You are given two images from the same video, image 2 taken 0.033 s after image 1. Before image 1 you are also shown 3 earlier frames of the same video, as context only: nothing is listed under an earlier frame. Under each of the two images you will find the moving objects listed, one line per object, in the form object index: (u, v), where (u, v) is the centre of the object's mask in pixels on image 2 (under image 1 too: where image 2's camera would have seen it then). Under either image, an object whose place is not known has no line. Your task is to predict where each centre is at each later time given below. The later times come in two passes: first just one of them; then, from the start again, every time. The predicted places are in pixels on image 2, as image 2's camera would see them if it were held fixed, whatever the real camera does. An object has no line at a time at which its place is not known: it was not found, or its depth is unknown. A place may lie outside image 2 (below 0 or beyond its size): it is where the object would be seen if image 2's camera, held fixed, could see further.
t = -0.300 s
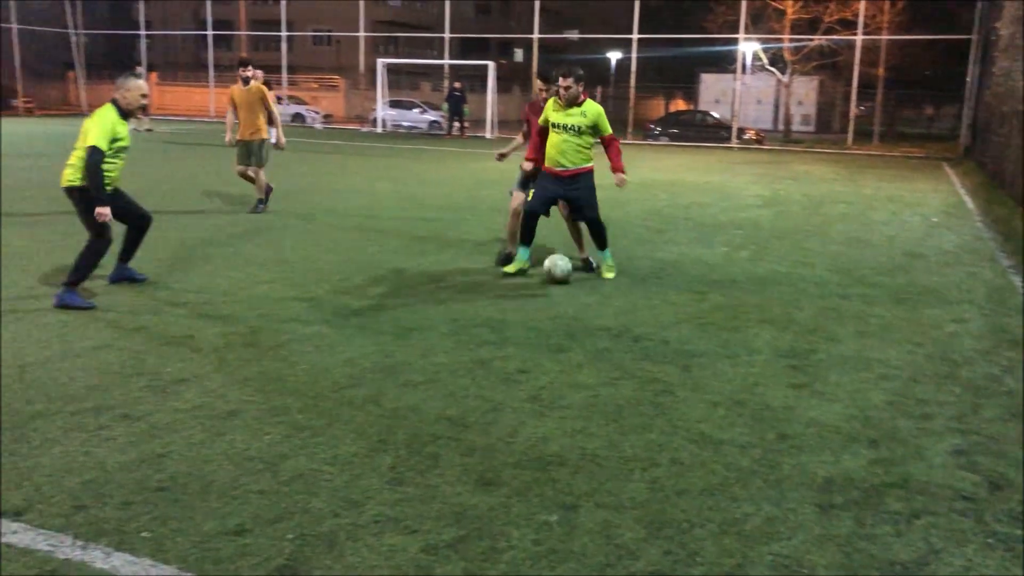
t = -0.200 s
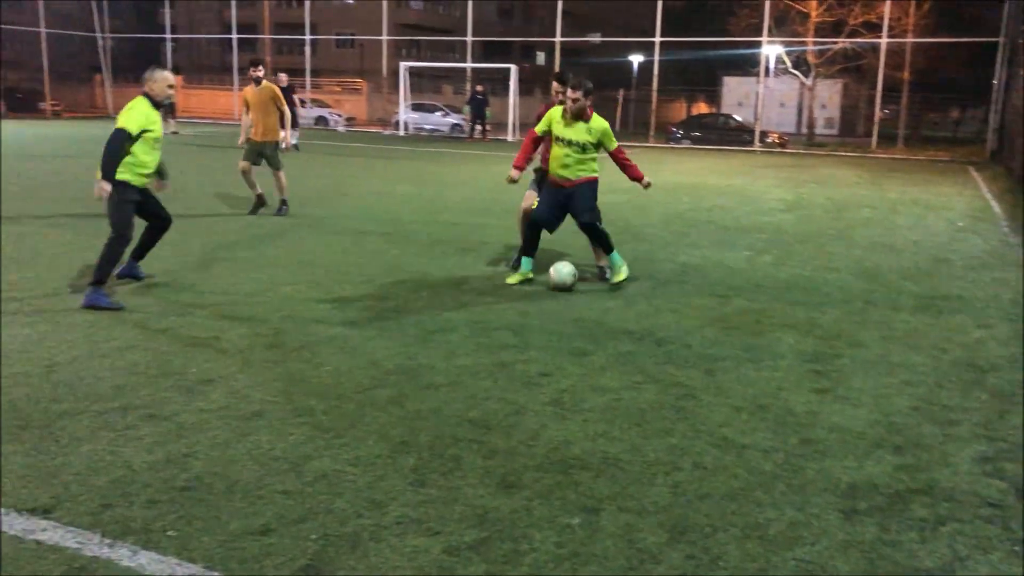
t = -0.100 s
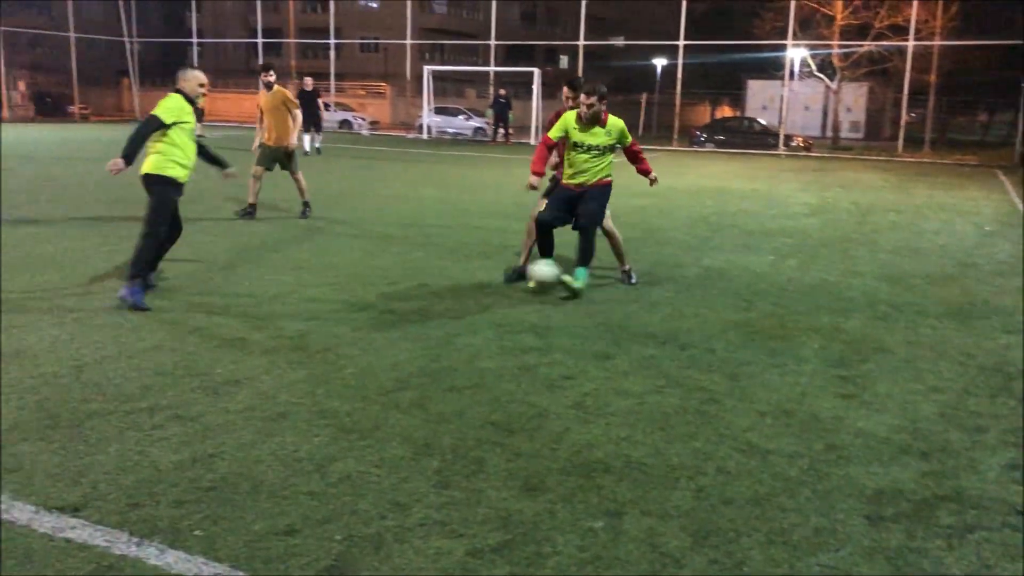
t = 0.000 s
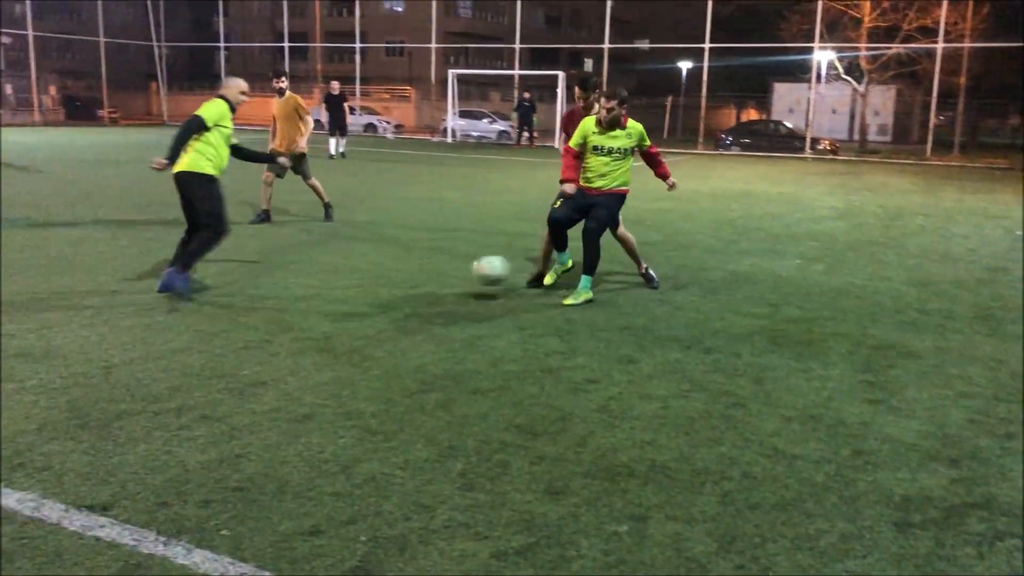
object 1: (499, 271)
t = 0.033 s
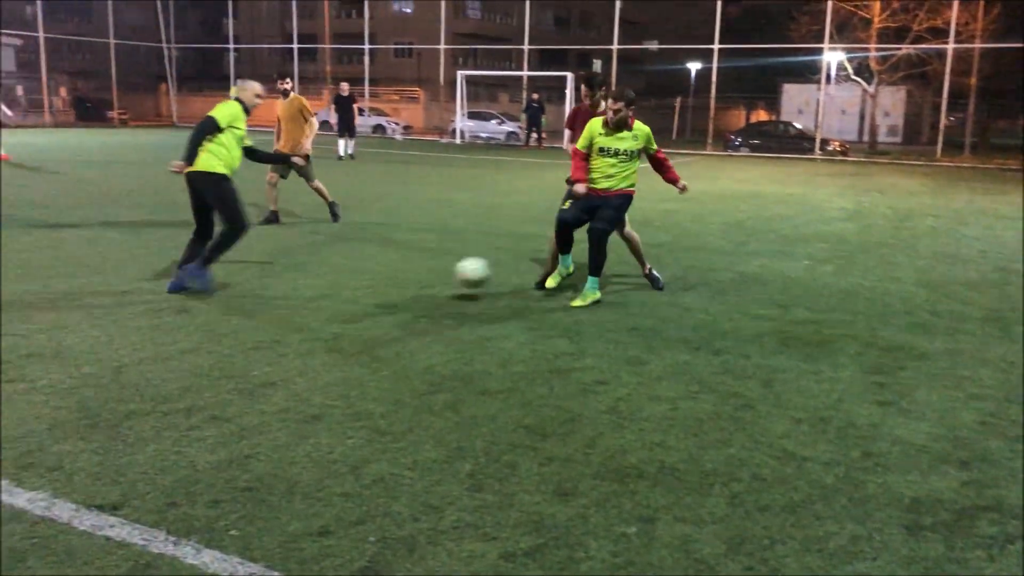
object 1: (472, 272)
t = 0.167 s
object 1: (368, 287)
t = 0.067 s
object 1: (447, 274)
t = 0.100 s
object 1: (420, 278)
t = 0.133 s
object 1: (394, 282)
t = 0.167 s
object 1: (368, 287)
